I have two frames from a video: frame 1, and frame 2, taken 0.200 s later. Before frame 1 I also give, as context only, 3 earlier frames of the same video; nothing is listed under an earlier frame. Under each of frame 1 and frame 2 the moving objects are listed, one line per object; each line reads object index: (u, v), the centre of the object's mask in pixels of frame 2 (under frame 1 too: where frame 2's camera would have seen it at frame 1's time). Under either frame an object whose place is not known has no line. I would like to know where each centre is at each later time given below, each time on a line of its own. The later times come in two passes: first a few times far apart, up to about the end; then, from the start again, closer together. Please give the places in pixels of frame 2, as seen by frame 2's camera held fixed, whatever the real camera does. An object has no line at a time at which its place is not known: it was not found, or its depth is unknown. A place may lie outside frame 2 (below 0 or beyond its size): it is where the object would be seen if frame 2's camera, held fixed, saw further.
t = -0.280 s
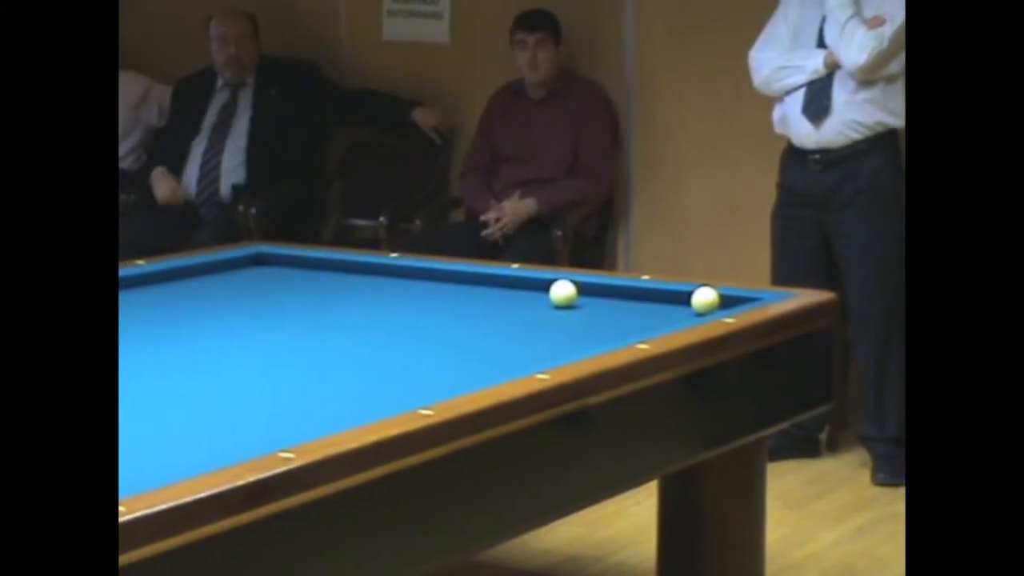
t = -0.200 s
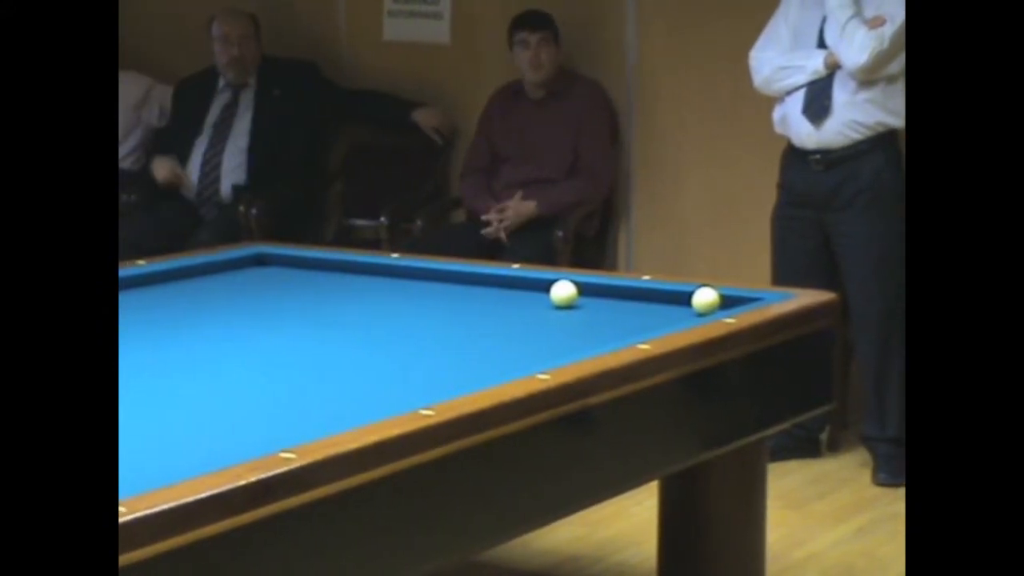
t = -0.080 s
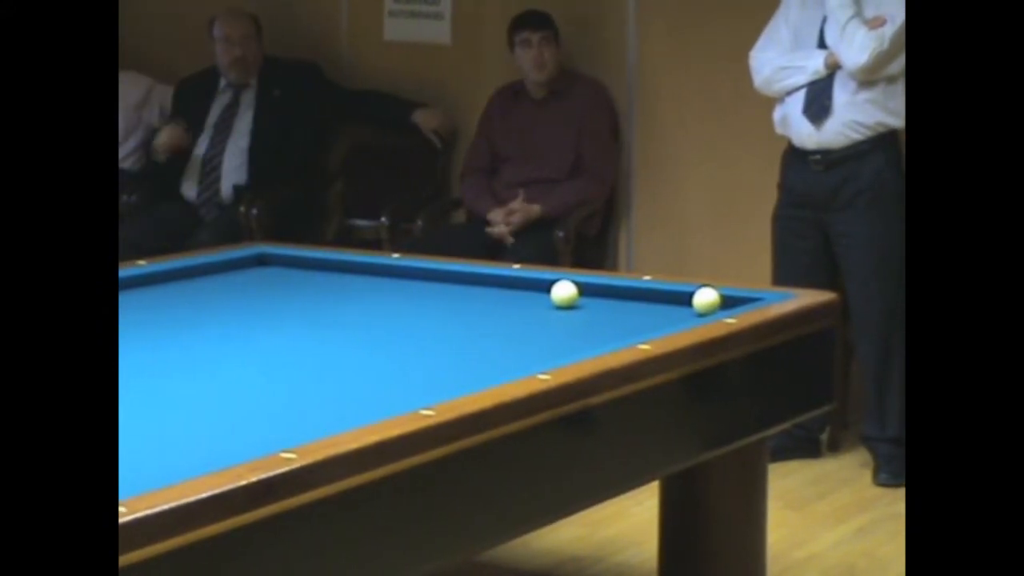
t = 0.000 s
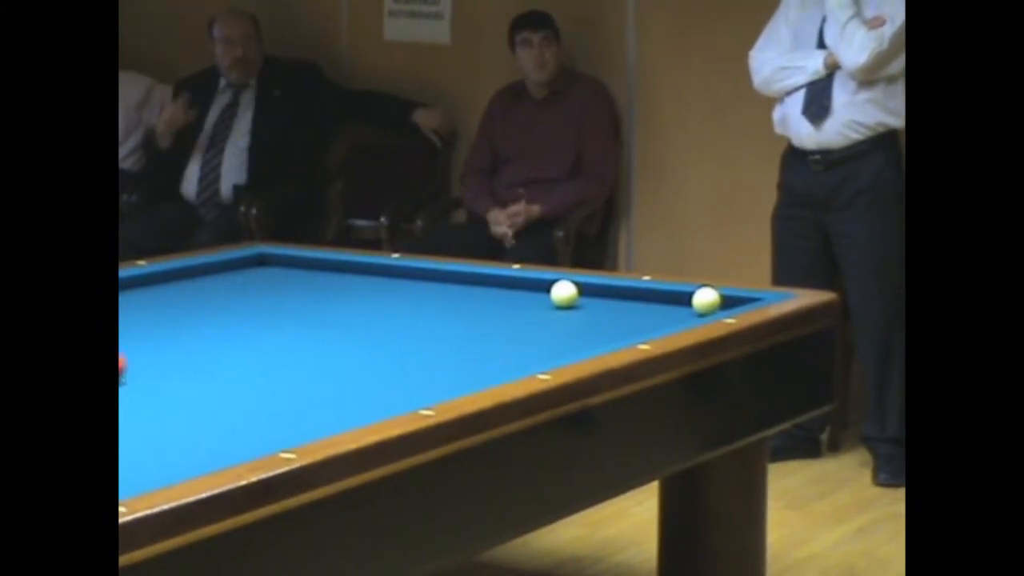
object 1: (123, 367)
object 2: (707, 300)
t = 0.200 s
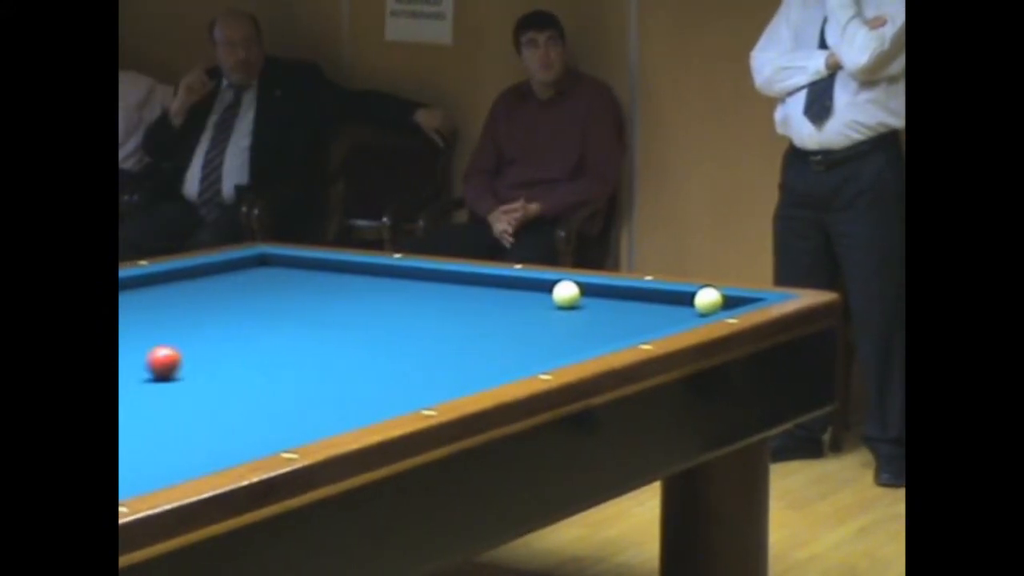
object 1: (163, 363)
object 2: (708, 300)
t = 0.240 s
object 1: (173, 362)
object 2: (707, 300)
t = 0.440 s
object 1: (224, 357)
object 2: (707, 300)
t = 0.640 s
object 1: (272, 353)
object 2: (707, 300)
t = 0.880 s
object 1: (327, 348)
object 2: (708, 300)
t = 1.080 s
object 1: (370, 344)
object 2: (707, 300)
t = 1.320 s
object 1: (420, 339)
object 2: (707, 300)
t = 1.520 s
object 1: (459, 336)
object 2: (707, 300)
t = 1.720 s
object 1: (496, 332)
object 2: (707, 300)
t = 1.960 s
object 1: (539, 328)
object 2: (707, 300)
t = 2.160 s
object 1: (574, 325)
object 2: (707, 300)
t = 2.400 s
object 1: (613, 322)
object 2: (707, 300)
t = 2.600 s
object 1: (644, 319)
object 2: (707, 300)
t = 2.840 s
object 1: (680, 313)
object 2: (707, 301)
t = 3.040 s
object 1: (708, 308)
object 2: (707, 295)
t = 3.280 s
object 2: (705, 298)
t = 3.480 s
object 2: (705, 299)
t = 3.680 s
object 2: (703, 299)
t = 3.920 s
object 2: (697, 298)
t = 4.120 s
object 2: (693, 297)
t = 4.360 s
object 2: (689, 296)
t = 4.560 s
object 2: (684, 295)
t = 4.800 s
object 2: (679, 295)
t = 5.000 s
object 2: (675, 295)
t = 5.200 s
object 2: (672, 295)
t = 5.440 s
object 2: (670, 295)
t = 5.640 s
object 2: (669, 295)
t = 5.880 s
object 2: (668, 295)
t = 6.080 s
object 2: (668, 295)
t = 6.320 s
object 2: (668, 295)
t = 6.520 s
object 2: (668, 295)
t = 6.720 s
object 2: (668, 294)
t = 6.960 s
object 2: (668, 295)
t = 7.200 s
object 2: (668, 295)
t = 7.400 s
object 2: (668, 295)
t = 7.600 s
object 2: (668, 295)
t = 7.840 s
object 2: (668, 295)
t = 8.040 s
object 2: (668, 295)
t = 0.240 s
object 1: (173, 362)
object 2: (707, 300)
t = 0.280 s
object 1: (183, 361)
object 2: (707, 300)
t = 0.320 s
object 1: (194, 360)
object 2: (707, 300)
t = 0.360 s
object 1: (204, 359)
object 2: (707, 300)
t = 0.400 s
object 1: (214, 358)
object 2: (708, 300)
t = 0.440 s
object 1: (224, 357)
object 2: (707, 300)
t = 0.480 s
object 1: (233, 356)
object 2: (708, 300)
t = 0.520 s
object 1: (243, 355)
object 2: (707, 300)
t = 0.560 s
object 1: (253, 355)
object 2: (708, 300)
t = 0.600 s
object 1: (263, 354)
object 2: (707, 300)
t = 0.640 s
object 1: (272, 353)
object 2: (707, 300)
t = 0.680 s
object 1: (281, 352)
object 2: (708, 300)
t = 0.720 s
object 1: (290, 351)
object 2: (708, 300)
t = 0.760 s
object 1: (300, 350)
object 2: (707, 300)
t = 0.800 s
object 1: (309, 350)
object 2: (707, 300)
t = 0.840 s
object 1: (318, 349)
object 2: (707, 300)
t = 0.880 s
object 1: (327, 348)
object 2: (708, 300)
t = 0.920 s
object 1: (336, 347)
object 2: (707, 300)
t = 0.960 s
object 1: (344, 346)
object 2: (708, 300)
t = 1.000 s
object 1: (353, 345)
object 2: (707, 300)
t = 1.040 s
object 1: (361, 345)
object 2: (707, 300)
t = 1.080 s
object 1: (370, 344)
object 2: (707, 300)
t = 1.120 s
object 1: (378, 343)
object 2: (707, 300)
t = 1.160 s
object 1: (386, 343)
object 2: (707, 300)
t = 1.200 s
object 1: (395, 341)
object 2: (708, 300)
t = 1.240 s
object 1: (403, 341)
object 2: (707, 300)
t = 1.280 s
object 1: (411, 340)
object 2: (708, 300)
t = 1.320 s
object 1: (420, 339)
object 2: (707, 300)
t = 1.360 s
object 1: (427, 339)
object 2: (707, 300)
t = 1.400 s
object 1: (435, 338)
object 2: (707, 300)
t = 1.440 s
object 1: (443, 337)
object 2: (707, 300)
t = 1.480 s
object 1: (451, 336)
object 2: (707, 300)
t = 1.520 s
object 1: (459, 336)
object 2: (707, 300)
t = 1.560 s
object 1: (466, 335)
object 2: (707, 300)
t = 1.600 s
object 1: (474, 335)
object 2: (707, 300)
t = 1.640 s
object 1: (482, 334)
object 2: (707, 300)
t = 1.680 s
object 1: (489, 333)
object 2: (707, 300)
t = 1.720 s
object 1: (496, 332)
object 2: (707, 300)
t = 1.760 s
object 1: (504, 332)
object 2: (707, 300)
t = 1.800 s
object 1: (511, 331)
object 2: (707, 300)
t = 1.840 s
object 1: (518, 330)
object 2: (707, 300)
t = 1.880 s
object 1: (526, 330)
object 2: (707, 300)
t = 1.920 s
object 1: (533, 329)
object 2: (708, 300)
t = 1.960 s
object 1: (539, 328)
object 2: (707, 300)
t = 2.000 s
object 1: (547, 328)
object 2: (707, 300)
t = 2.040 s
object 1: (554, 327)
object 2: (707, 300)
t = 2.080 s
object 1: (561, 326)
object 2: (707, 300)
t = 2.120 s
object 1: (567, 326)
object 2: (707, 300)
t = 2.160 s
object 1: (574, 325)
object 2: (707, 300)
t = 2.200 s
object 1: (580, 325)
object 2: (707, 300)
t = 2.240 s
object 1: (587, 324)
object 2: (707, 300)
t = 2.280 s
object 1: (593, 324)
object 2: (707, 300)
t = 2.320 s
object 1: (600, 323)
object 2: (707, 300)
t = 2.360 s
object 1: (606, 323)
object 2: (707, 300)
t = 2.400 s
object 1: (613, 322)
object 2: (707, 300)
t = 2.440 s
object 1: (619, 321)
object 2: (707, 300)
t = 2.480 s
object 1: (625, 321)
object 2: (707, 300)
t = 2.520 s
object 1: (632, 321)
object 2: (707, 300)
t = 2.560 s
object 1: (638, 320)
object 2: (707, 300)
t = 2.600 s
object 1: (644, 319)
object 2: (707, 300)
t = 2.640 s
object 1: (650, 319)
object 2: (707, 300)
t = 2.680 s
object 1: (656, 317)
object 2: (707, 300)
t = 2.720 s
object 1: (662, 316)
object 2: (707, 300)
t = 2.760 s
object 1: (668, 315)
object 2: (707, 300)
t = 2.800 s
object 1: (674, 314)
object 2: (707, 300)
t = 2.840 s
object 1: (680, 313)
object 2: (707, 301)
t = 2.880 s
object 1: (684, 312)
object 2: (708, 300)
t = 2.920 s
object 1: (690, 311)
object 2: (708, 299)
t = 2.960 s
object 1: (696, 311)
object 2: (709, 297)
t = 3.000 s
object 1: (702, 309)
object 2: (708, 296)
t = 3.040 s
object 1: (708, 308)
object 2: (707, 295)
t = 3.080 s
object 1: (714, 307)
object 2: (705, 296)
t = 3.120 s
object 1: (718, 307)
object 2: (705, 298)
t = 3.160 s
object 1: (718, 306)
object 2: (705, 298)
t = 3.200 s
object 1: (719, 306)
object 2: (705, 298)
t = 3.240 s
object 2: (704, 298)
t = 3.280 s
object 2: (705, 298)
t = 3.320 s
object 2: (704, 298)
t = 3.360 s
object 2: (705, 299)
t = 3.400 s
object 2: (705, 299)
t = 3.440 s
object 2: (705, 299)
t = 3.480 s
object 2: (705, 299)
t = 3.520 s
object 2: (704, 299)
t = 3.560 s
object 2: (704, 299)
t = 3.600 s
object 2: (704, 300)
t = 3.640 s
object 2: (703, 300)
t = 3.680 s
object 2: (703, 299)
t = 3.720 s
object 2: (702, 299)
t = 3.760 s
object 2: (701, 299)
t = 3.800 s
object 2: (700, 299)
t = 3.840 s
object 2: (699, 299)
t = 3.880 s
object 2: (698, 298)
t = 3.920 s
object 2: (697, 298)
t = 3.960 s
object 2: (697, 298)
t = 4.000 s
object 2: (696, 298)
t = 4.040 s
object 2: (695, 297)
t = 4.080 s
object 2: (694, 297)
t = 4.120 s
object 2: (693, 297)
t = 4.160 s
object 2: (692, 297)
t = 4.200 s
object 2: (691, 296)
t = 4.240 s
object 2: (691, 296)
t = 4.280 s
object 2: (690, 296)
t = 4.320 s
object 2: (690, 296)
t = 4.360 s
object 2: (689, 296)
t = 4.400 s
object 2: (688, 295)
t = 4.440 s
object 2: (687, 295)
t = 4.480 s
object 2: (686, 295)
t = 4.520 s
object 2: (685, 295)
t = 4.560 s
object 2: (684, 295)
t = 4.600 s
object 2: (683, 295)
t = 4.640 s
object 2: (682, 295)
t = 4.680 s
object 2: (681, 295)
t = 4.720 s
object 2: (681, 295)
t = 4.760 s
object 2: (679, 295)
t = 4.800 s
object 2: (679, 295)
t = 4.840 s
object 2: (678, 295)
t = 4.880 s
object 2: (677, 295)
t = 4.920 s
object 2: (676, 295)
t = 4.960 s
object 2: (676, 295)
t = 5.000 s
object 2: (675, 295)
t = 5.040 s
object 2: (675, 295)
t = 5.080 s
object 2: (674, 295)
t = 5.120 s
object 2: (674, 295)
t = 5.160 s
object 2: (673, 295)
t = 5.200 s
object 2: (672, 295)
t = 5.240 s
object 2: (672, 295)
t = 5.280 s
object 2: (671, 295)
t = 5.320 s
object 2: (671, 295)
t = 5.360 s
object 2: (671, 295)
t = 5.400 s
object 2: (670, 295)
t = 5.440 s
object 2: (670, 295)
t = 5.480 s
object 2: (669, 295)
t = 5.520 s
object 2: (669, 295)
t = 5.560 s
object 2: (669, 295)
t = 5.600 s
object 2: (669, 295)
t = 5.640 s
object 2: (669, 295)
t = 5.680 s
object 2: (668, 295)
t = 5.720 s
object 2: (668, 295)
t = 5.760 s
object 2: (668, 295)
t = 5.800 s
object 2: (668, 295)
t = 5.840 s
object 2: (668, 295)
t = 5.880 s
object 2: (668, 295)
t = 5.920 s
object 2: (668, 295)
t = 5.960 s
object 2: (668, 295)
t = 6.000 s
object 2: (668, 295)
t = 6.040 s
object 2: (668, 295)
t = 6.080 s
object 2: (668, 295)
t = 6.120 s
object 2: (668, 295)
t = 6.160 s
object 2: (668, 295)
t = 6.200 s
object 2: (668, 295)
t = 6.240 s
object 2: (668, 295)
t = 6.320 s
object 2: (668, 295)
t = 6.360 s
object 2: (668, 295)
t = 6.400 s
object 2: (668, 295)
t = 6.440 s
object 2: (668, 295)
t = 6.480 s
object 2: (668, 295)
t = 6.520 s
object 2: (668, 295)
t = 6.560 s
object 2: (668, 295)
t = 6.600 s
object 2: (668, 295)
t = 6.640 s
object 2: (668, 295)
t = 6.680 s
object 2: (668, 295)
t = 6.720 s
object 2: (668, 294)
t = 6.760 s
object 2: (668, 295)
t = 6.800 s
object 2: (668, 295)
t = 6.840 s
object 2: (668, 294)
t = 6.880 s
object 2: (668, 294)
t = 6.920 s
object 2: (668, 295)
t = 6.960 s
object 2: (668, 295)
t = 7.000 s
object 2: (668, 295)
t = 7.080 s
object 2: (668, 295)
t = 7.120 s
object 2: (668, 295)
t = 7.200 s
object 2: (668, 295)
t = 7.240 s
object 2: (668, 295)
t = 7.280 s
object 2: (668, 295)
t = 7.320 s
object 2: (668, 295)
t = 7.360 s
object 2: (668, 295)
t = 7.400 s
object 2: (668, 295)
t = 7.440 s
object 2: (668, 295)
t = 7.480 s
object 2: (668, 295)
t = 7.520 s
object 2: (668, 295)
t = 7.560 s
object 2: (668, 295)
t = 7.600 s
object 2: (668, 295)
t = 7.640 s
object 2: (668, 295)
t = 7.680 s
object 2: (668, 295)
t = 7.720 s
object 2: (668, 295)
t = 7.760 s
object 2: (668, 295)
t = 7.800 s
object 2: (668, 295)
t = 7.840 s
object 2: (668, 295)
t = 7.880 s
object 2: (668, 295)
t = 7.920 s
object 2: (668, 295)
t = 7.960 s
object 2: (668, 295)
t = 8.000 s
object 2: (668, 295)
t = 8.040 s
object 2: (668, 295)
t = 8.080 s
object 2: (669, 295)
